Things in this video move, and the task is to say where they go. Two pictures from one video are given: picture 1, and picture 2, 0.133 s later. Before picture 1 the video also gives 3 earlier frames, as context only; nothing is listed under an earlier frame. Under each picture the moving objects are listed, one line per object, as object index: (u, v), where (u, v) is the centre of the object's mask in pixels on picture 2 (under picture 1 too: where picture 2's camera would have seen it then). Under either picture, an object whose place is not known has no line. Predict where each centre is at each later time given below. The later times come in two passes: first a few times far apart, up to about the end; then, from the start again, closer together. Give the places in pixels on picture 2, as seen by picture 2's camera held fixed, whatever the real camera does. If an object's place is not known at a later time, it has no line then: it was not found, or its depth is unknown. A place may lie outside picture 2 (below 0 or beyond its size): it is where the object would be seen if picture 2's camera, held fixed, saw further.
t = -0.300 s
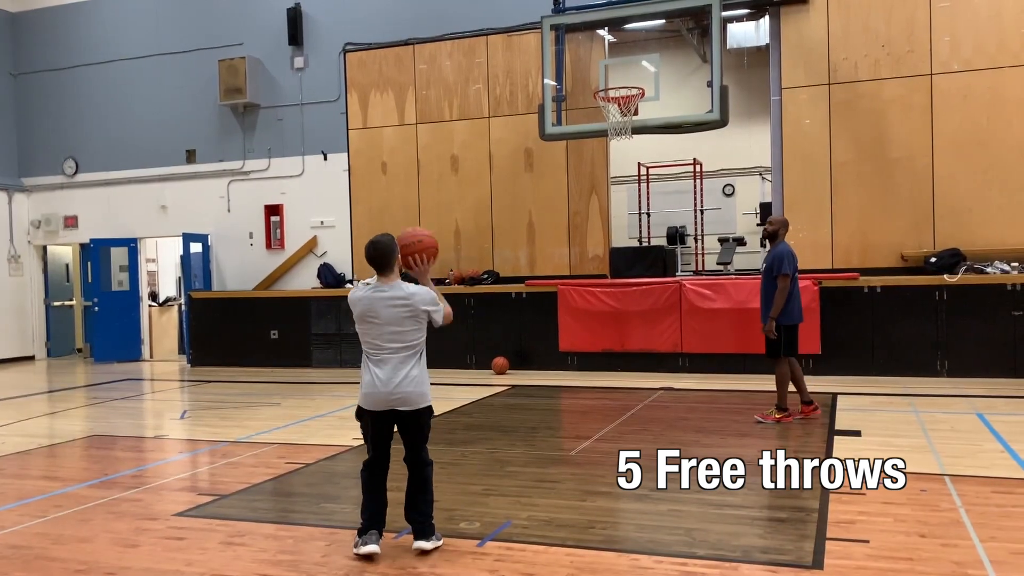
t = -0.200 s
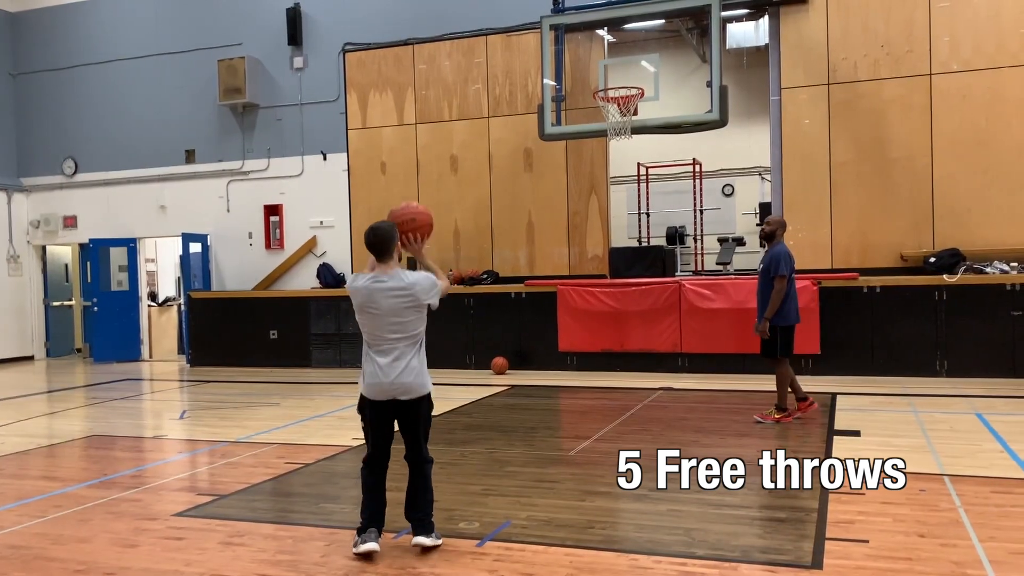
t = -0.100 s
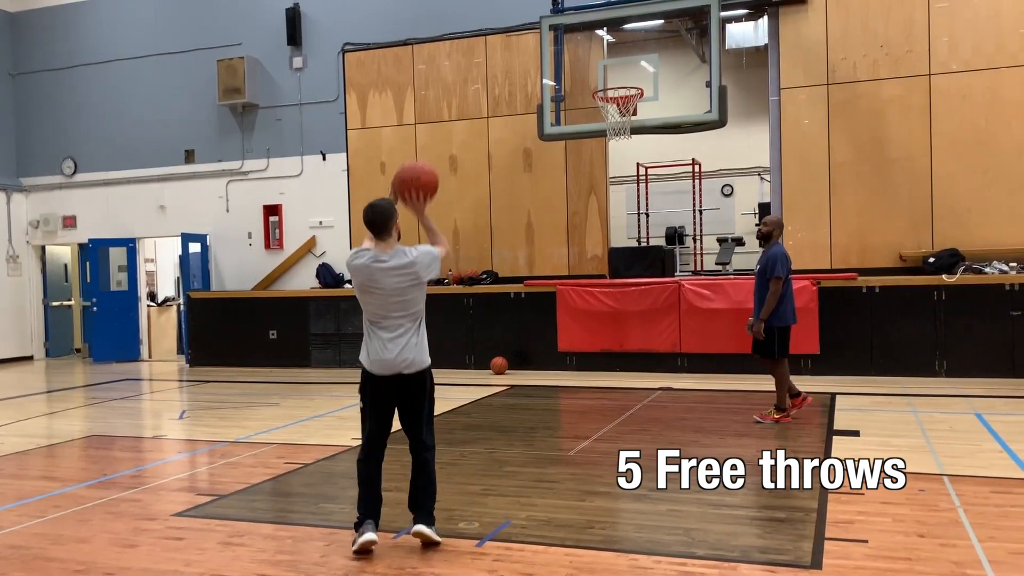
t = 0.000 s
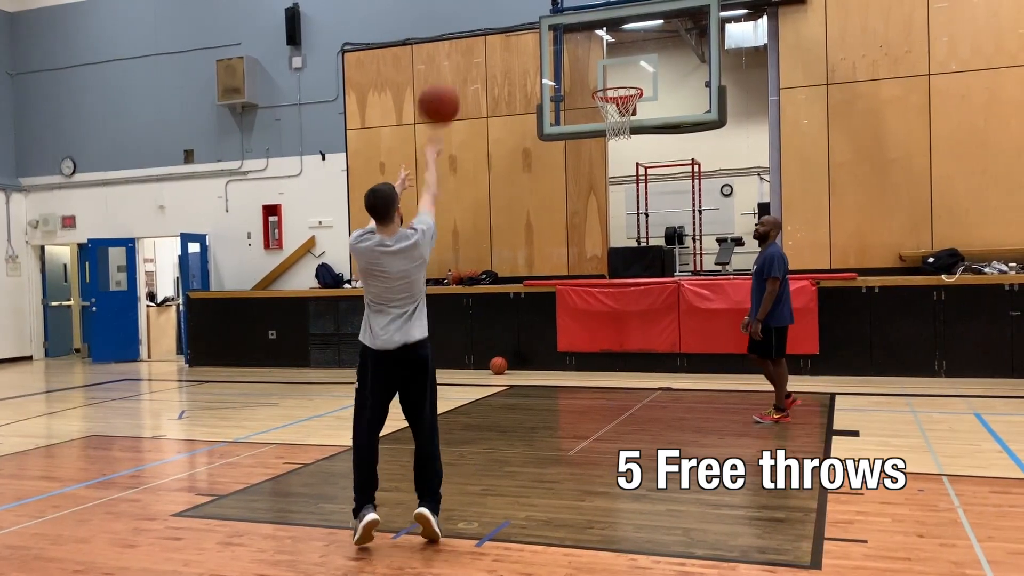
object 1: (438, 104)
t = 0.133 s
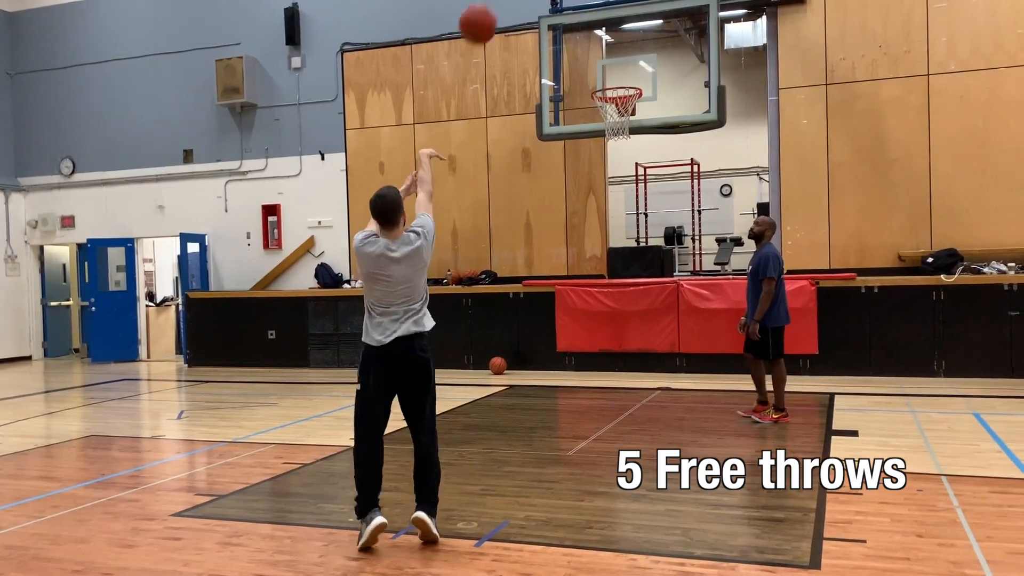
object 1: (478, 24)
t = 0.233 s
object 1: (503, 4)
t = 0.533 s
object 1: (564, 2)
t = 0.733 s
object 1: (595, 39)
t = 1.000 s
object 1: (622, 119)
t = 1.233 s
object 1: (621, 182)
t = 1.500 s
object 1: (621, 321)
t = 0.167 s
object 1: (487, 14)
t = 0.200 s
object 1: (495, 8)
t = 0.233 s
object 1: (503, 4)
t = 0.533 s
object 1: (564, 2)
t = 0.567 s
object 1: (570, 4)
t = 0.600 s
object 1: (575, 6)
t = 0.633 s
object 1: (581, 11)
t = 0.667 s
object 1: (586, 19)
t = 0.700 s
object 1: (591, 29)
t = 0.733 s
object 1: (595, 39)
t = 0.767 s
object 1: (600, 52)
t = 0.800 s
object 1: (605, 64)
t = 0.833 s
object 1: (609, 77)
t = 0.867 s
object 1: (614, 90)
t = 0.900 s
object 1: (617, 105)
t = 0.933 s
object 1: (619, 113)
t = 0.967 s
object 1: (620, 119)
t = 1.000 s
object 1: (622, 119)
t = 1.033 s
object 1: (623, 126)
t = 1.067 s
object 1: (622, 133)
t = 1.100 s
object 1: (622, 140)
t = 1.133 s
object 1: (622, 149)
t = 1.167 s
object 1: (621, 159)
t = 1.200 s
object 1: (621, 170)
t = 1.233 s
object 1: (621, 182)
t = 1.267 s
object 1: (621, 195)
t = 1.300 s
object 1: (620, 209)
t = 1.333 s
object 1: (620, 225)
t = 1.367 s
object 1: (620, 243)
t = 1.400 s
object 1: (620, 261)
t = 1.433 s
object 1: (620, 279)
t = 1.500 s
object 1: (621, 321)
